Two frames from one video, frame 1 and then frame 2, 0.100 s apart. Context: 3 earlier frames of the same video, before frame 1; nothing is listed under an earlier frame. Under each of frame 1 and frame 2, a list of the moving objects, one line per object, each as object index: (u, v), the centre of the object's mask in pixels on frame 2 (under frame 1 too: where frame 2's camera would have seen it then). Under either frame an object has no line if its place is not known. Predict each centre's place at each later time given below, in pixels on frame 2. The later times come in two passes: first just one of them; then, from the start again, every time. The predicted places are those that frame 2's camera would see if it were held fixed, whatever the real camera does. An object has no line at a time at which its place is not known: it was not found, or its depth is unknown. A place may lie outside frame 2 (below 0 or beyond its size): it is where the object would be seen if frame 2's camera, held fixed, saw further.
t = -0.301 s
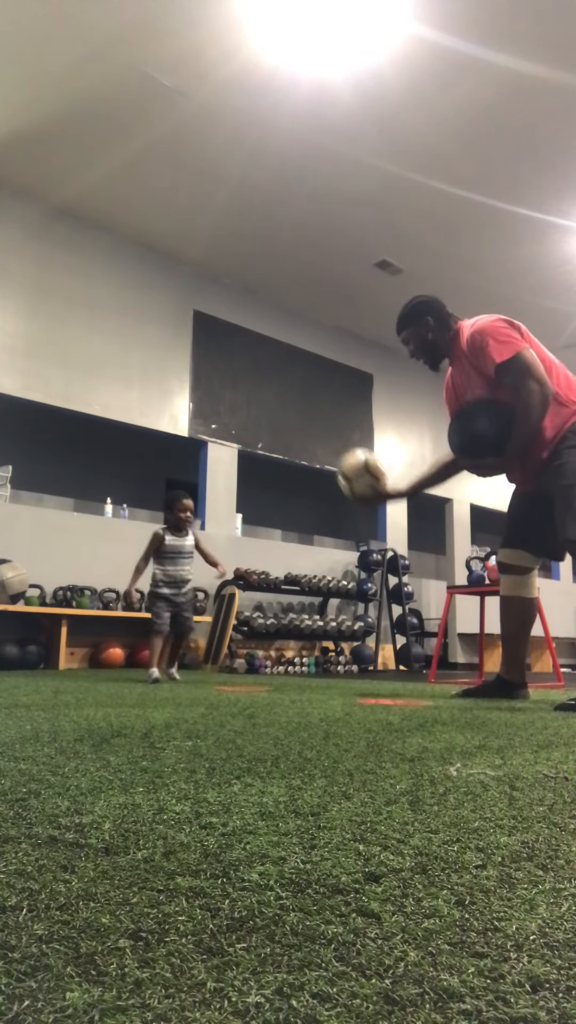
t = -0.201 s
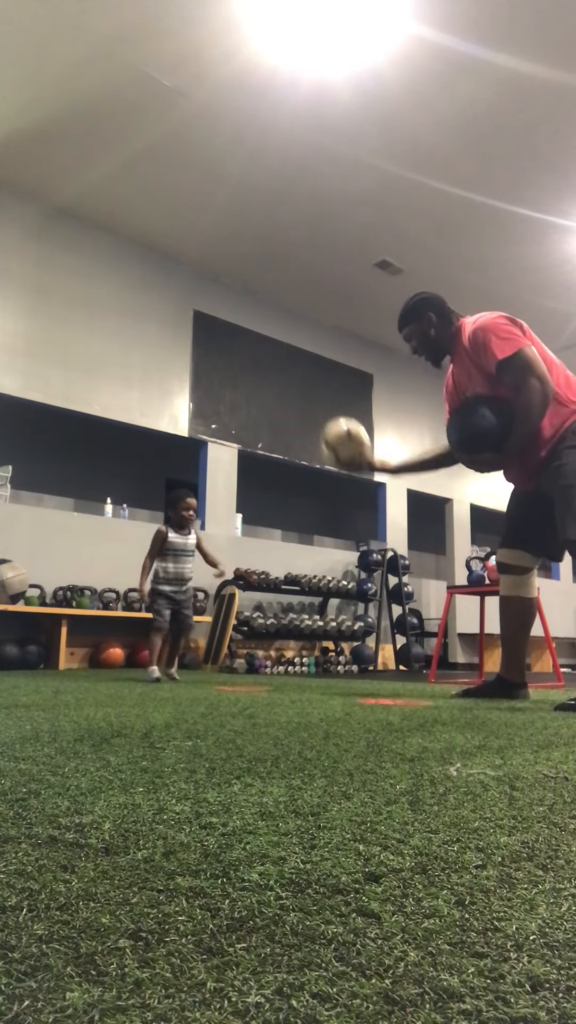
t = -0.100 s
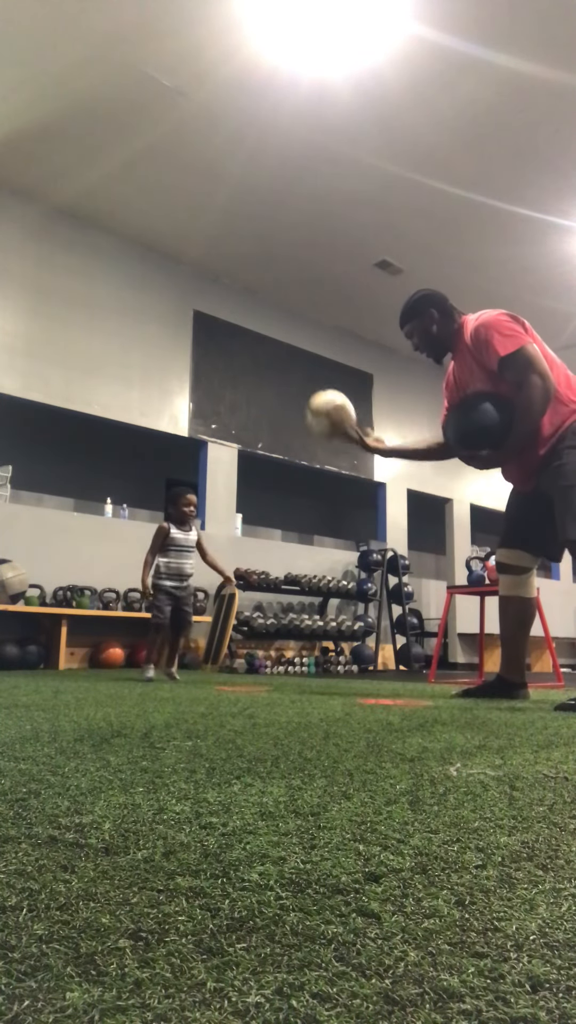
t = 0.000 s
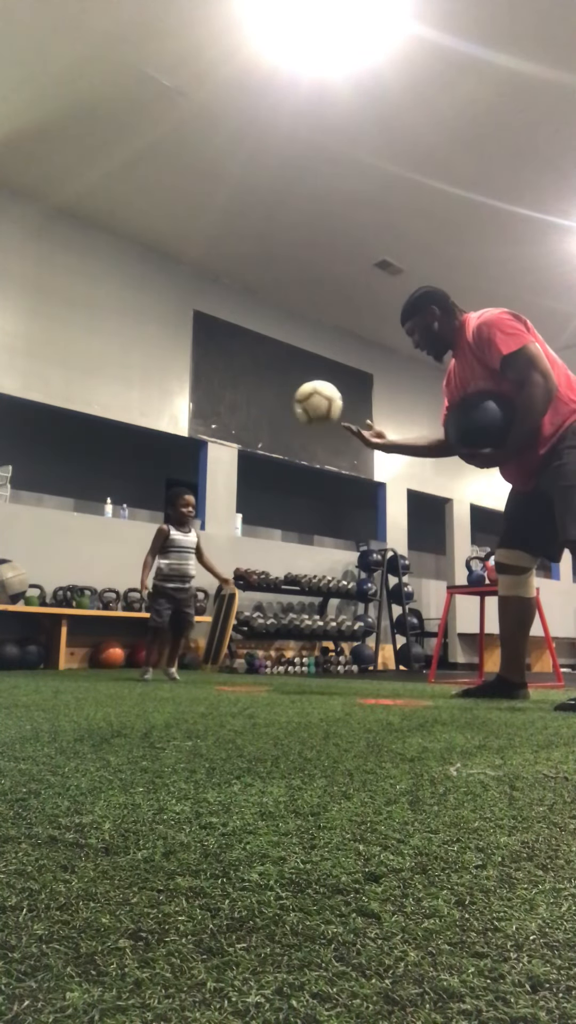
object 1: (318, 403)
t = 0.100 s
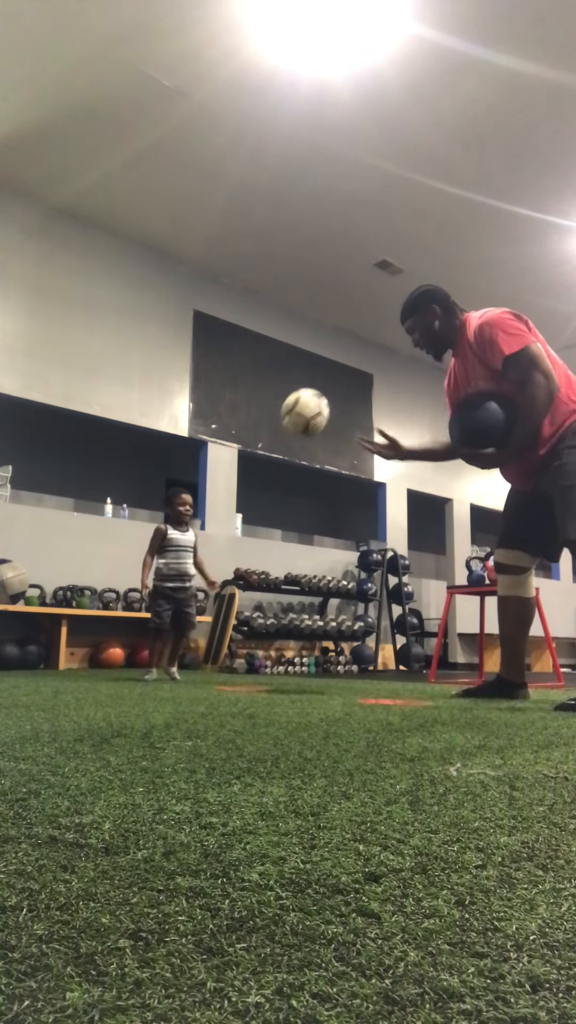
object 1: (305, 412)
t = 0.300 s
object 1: (279, 496)
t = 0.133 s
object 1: (301, 420)
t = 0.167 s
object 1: (296, 430)
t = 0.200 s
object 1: (292, 444)
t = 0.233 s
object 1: (288, 459)
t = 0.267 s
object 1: (283, 476)
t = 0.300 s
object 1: (279, 496)
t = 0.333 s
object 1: (275, 515)
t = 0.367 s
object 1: (271, 536)
